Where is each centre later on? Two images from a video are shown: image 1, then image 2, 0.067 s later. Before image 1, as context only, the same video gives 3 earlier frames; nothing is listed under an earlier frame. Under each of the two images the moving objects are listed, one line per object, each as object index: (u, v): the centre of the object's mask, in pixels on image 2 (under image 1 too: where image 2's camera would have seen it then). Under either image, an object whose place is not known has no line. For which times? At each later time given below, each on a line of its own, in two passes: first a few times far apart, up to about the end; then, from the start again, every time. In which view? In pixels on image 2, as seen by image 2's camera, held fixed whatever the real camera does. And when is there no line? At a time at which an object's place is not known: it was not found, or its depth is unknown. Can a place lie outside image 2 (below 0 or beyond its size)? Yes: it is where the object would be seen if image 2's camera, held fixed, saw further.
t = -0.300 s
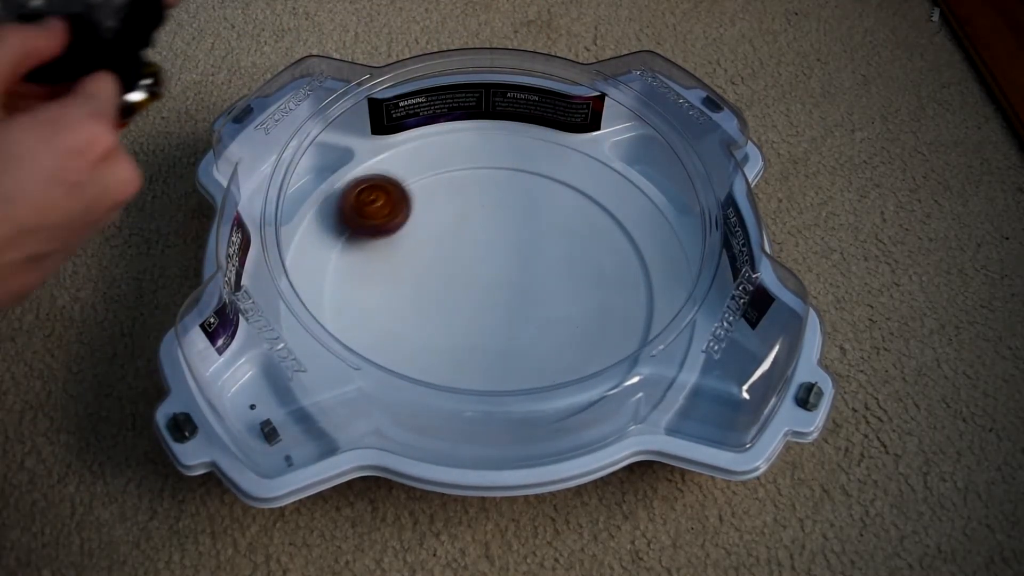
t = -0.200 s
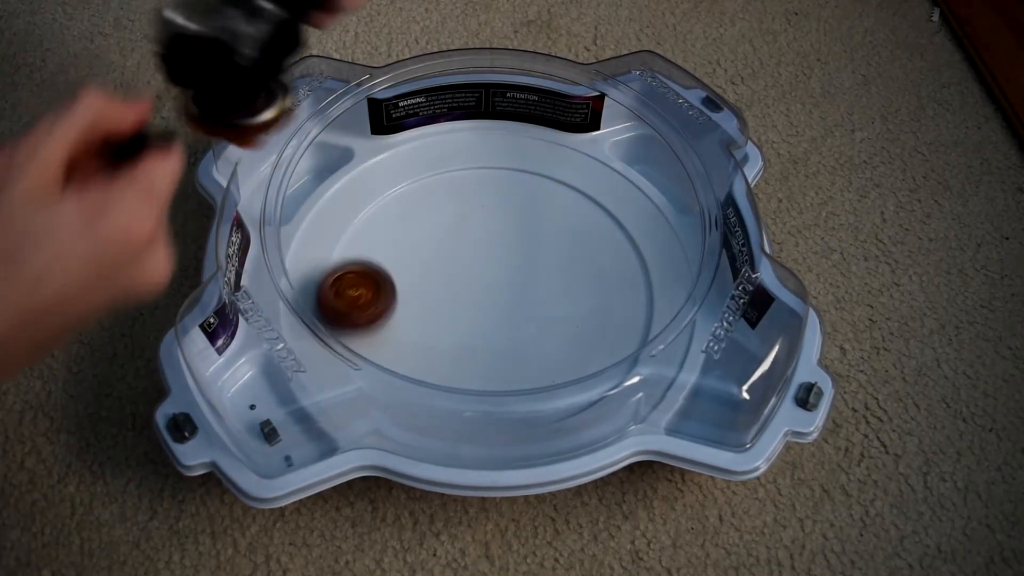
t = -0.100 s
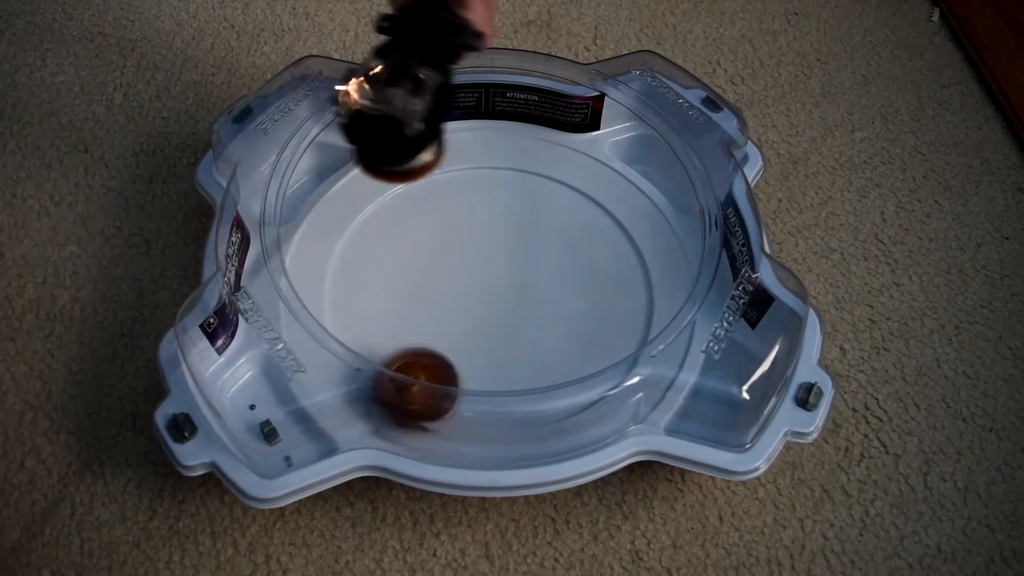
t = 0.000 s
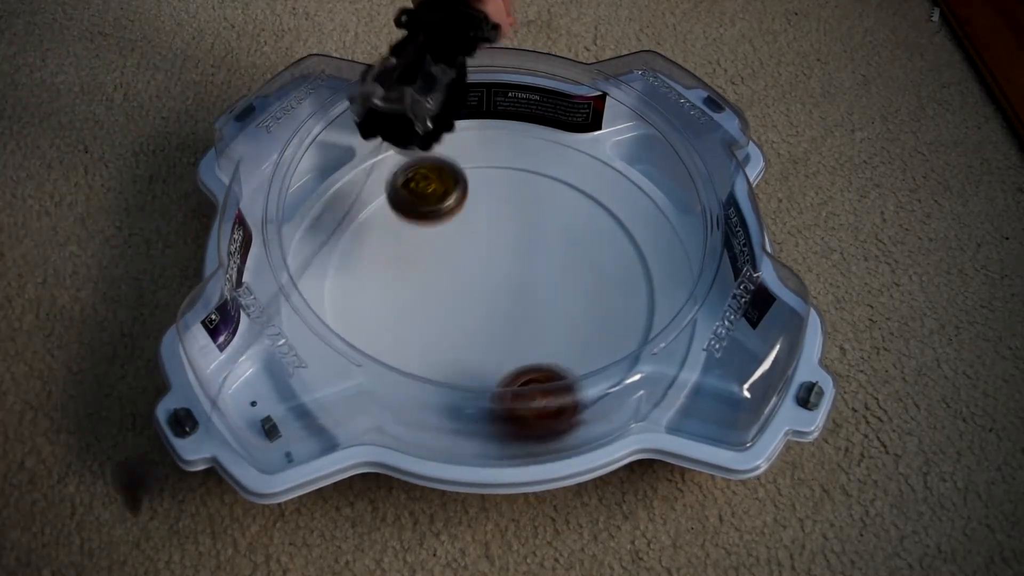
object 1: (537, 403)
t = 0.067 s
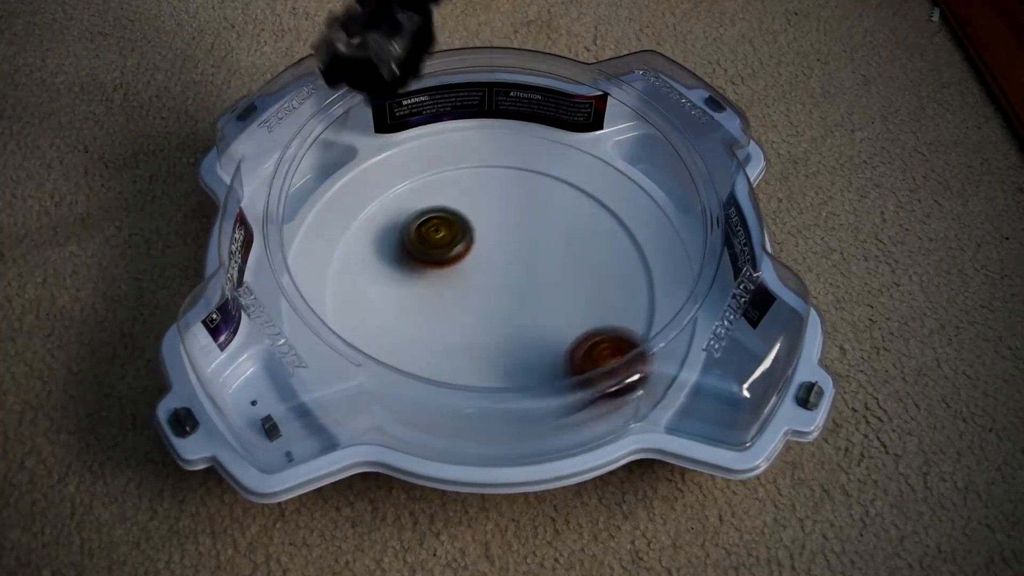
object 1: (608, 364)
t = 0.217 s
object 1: (635, 233)
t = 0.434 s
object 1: (447, 159)
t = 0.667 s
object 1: (356, 345)
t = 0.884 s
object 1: (627, 337)
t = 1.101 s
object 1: (523, 155)
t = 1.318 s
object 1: (336, 289)
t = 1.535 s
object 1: (587, 378)
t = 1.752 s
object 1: (596, 186)
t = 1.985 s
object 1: (355, 215)
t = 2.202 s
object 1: (457, 404)
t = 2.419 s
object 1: (647, 286)
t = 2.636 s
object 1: (500, 154)
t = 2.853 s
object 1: (335, 269)
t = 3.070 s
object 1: (508, 406)
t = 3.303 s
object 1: (638, 257)
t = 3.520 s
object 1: (494, 155)
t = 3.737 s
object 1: (348, 246)
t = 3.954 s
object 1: (445, 386)
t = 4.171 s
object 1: (597, 318)
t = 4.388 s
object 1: (537, 213)
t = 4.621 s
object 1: (449, 178)
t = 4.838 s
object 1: (395, 219)
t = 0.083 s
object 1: (620, 350)
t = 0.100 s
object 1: (631, 335)
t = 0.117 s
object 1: (638, 321)
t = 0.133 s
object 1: (643, 307)
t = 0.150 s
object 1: (645, 292)
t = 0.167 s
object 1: (645, 277)
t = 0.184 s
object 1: (644, 261)
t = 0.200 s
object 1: (640, 246)
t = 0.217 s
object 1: (635, 233)
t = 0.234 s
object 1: (626, 219)
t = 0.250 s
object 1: (617, 208)
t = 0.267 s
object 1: (605, 197)
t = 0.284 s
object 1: (592, 187)
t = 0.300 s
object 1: (577, 178)
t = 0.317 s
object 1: (563, 171)
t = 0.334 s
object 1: (547, 165)
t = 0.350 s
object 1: (530, 161)
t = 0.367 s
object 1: (514, 157)
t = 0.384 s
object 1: (497, 156)
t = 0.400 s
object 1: (480, 155)
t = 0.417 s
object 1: (463, 156)
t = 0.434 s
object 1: (447, 159)
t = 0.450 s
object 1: (430, 163)
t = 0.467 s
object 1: (413, 168)
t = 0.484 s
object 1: (398, 175)
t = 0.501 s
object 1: (382, 184)
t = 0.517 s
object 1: (369, 194)
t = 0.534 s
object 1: (357, 205)
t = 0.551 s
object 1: (348, 219)
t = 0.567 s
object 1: (340, 234)
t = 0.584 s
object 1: (334, 252)
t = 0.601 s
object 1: (332, 269)
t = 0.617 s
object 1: (332, 289)
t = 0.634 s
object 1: (337, 307)
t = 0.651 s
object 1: (344, 327)
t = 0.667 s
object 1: (356, 345)
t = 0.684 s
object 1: (372, 362)
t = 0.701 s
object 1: (391, 377)
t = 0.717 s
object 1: (413, 390)
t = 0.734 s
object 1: (436, 399)
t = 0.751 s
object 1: (461, 405)
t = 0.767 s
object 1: (487, 407)
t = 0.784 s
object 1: (513, 406)
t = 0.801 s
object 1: (538, 401)
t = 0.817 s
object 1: (561, 394)
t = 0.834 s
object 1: (583, 383)
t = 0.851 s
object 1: (601, 368)
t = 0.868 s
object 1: (615, 354)
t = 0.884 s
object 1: (627, 337)
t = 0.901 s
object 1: (637, 321)
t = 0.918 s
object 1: (643, 302)
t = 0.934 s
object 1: (646, 284)
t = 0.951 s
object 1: (645, 265)
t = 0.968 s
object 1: (641, 247)
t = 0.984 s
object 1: (633, 229)
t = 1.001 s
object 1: (623, 213)
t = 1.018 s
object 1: (610, 198)
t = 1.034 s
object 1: (595, 186)
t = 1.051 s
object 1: (577, 176)
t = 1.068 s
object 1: (560, 167)
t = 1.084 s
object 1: (542, 160)
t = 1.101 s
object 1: (523, 155)
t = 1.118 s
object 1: (502, 152)
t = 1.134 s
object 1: (481, 152)
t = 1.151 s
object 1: (459, 154)
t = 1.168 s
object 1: (438, 158)
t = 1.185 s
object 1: (418, 164)
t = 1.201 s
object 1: (399, 173)
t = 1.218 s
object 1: (382, 186)
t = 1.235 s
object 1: (366, 200)
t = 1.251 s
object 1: (354, 215)
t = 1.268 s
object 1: (345, 231)
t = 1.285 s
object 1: (338, 250)
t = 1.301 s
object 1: (334, 269)
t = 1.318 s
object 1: (336, 289)
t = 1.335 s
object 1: (340, 309)
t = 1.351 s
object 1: (349, 330)
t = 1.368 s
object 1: (362, 349)
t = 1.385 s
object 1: (380, 366)
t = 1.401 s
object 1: (401, 380)
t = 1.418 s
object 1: (423, 392)
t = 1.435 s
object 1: (446, 400)
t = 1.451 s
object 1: (471, 405)
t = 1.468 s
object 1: (499, 407)
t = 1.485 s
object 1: (523, 405)
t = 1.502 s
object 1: (548, 399)
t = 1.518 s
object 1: (570, 390)
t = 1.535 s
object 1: (587, 378)
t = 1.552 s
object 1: (603, 368)
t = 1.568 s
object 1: (618, 353)
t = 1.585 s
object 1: (630, 336)
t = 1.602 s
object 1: (639, 319)
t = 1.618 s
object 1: (644, 303)
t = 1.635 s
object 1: (646, 288)
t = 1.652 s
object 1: (647, 272)
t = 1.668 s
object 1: (645, 255)
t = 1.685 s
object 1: (639, 239)
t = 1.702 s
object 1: (631, 222)
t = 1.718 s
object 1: (620, 209)
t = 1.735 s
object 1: (608, 197)
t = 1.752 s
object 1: (596, 186)
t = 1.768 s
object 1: (580, 175)
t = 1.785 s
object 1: (562, 167)
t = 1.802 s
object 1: (544, 162)
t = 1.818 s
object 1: (525, 157)
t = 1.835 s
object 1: (507, 154)
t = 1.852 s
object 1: (487, 153)
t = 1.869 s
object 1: (467, 154)
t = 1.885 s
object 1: (447, 157)
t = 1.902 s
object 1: (429, 163)
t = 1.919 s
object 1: (413, 169)
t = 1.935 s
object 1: (396, 178)
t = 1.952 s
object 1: (381, 188)
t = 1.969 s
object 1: (366, 201)
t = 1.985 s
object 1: (355, 215)
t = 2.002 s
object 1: (347, 230)
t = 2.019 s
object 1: (341, 246)
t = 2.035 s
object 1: (336, 263)
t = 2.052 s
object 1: (336, 281)
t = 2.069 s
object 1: (338, 300)
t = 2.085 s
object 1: (344, 317)
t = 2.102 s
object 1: (353, 333)
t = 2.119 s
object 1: (364, 350)
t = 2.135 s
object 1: (380, 366)
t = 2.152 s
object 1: (398, 379)
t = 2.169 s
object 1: (416, 390)
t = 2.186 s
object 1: (435, 398)
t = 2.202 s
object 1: (457, 404)
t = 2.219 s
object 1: (483, 407)
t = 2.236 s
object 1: (505, 407)
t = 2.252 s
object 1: (528, 403)
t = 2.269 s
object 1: (545, 400)
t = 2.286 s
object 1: (566, 393)
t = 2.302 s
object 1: (584, 383)
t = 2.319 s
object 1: (599, 371)
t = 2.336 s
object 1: (612, 361)
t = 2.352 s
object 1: (624, 347)
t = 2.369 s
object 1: (634, 332)
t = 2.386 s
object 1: (640, 316)
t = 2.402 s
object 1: (643, 301)
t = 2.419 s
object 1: (647, 286)
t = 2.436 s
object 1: (647, 270)
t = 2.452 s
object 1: (644, 254)
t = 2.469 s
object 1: (640, 240)
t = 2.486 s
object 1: (633, 226)
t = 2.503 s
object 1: (623, 212)
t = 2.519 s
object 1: (611, 201)
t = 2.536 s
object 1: (599, 190)
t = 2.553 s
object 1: (585, 179)
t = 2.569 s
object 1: (569, 171)
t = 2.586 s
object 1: (554, 165)
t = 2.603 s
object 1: (537, 159)
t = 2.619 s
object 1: (519, 155)
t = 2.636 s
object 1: (500, 154)
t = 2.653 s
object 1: (482, 154)
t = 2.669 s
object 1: (465, 154)
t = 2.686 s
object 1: (447, 157)
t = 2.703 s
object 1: (429, 164)
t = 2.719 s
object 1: (414, 170)
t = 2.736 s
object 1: (398, 177)
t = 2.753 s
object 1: (383, 186)
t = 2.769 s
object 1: (371, 198)
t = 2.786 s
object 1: (361, 209)
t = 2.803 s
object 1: (351, 221)
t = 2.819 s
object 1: (343, 237)
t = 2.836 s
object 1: (339, 254)
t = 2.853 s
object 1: (335, 269)
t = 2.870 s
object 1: (336, 284)
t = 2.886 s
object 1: (338, 302)
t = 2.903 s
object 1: (345, 317)
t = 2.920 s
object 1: (352, 332)
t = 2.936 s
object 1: (362, 349)
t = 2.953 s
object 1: (375, 363)
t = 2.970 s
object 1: (391, 374)
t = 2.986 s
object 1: (405, 386)
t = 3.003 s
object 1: (425, 395)
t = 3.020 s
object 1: (445, 400)
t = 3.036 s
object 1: (463, 404)
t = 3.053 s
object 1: (487, 407)
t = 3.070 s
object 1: (508, 406)
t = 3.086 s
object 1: (525, 403)
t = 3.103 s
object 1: (544, 399)
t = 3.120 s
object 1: (562, 391)
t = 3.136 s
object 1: (577, 382)
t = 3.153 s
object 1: (592, 374)
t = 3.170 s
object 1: (605, 363)
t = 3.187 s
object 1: (614, 351)
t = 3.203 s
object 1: (624, 339)
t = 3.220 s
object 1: (631, 325)
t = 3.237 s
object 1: (635, 310)
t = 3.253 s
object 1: (640, 299)
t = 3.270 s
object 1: (641, 283)
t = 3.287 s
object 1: (639, 268)
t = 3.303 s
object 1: (638, 257)
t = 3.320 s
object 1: (634, 242)
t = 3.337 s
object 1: (626, 229)
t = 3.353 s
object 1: (621, 218)
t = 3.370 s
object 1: (612, 206)
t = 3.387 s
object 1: (601, 196)
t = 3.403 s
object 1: (592, 187)
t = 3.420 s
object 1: (580, 178)
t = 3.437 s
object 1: (566, 171)
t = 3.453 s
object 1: (554, 167)
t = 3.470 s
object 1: (539, 162)
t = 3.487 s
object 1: (523, 158)
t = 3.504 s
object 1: (509, 157)
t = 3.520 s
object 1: (494, 155)
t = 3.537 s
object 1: (478, 156)
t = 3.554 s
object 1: (464, 157)
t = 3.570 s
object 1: (450, 158)
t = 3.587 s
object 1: (436, 163)
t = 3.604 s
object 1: (423, 168)
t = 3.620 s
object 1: (410, 174)
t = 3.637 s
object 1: (397, 182)
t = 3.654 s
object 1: (387, 190)
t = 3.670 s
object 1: (375, 199)
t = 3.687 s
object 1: (367, 211)
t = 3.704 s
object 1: (360, 221)
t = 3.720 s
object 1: (352, 232)
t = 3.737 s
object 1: (348, 246)
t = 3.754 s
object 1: (345, 258)
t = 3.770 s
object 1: (342, 271)
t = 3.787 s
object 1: (343, 285)
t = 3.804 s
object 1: (347, 298)
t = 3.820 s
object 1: (351, 310)
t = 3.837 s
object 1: (358, 325)
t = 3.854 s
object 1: (366, 336)
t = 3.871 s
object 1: (375, 350)
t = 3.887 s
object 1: (388, 360)
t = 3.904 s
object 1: (401, 368)
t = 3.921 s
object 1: (415, 377)
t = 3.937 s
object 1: (431, 382)
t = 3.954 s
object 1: (445, 386)
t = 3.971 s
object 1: (462, 389)
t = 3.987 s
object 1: (479, 388)
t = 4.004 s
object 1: (492, 389)
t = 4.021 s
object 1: (509, 386)
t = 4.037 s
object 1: (523, 382)
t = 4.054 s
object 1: (536, 379)
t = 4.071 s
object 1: (550, 371)
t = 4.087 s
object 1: (559, 364)
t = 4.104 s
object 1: (571, 357)
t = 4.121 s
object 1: (580, 347)
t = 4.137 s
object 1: (587, 338)
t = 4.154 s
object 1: (594, 328)
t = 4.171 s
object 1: (597, 318)
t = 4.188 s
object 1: (602, 308)
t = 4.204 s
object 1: (603, 296)
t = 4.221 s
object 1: (602, 287)
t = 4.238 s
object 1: (601, 276)
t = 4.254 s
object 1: (596, 265)
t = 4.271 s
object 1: (593, 257)
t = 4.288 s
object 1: (587, 248)
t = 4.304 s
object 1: (579, 241)
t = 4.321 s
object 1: (573, 233)
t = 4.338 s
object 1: (563, 226)
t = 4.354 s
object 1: (556, 222)
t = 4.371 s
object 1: (547, 217)
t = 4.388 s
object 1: (537, 213)
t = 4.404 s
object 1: (529, 210)
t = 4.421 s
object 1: (520, 207)
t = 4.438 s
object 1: (513, 206)
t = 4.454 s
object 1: (505, 205)
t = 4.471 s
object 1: (498, 202)
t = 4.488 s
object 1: (493, 196)
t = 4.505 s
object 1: (488, 192)
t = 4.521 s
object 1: (485, 188)
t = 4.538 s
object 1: (481, 183)
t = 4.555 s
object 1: (476, 184)
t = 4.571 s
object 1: (471, 180)
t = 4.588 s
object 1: (463, 180)
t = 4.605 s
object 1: (458, 179)
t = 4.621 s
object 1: (449, 178)
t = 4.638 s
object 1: (443, 179)
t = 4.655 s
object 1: (436, 179)
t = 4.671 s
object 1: (429, 181)
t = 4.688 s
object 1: (424, 181)
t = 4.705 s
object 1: (418, 183)
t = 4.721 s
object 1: (414, 185)
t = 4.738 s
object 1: (408, 188)
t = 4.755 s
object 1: (405, 193)
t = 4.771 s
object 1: (401, 196)
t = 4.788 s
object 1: (398, 202)
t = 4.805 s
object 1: (396, 206)
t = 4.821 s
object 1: (394, 213)
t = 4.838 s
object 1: (395, 219)
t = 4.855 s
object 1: (393, 226)
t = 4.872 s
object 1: (395, 233)
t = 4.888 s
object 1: (396, 240)
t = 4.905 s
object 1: (399, 250)
